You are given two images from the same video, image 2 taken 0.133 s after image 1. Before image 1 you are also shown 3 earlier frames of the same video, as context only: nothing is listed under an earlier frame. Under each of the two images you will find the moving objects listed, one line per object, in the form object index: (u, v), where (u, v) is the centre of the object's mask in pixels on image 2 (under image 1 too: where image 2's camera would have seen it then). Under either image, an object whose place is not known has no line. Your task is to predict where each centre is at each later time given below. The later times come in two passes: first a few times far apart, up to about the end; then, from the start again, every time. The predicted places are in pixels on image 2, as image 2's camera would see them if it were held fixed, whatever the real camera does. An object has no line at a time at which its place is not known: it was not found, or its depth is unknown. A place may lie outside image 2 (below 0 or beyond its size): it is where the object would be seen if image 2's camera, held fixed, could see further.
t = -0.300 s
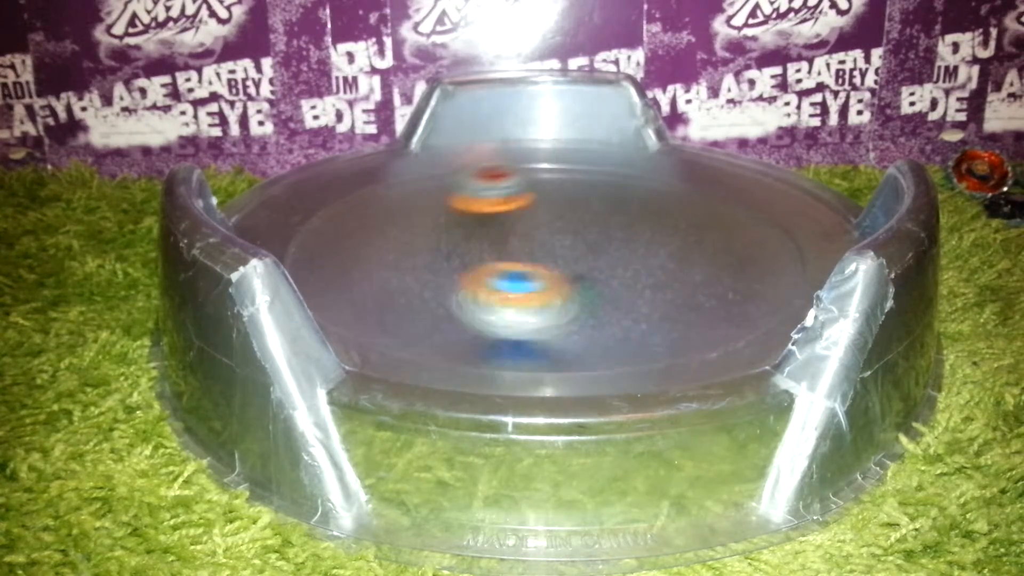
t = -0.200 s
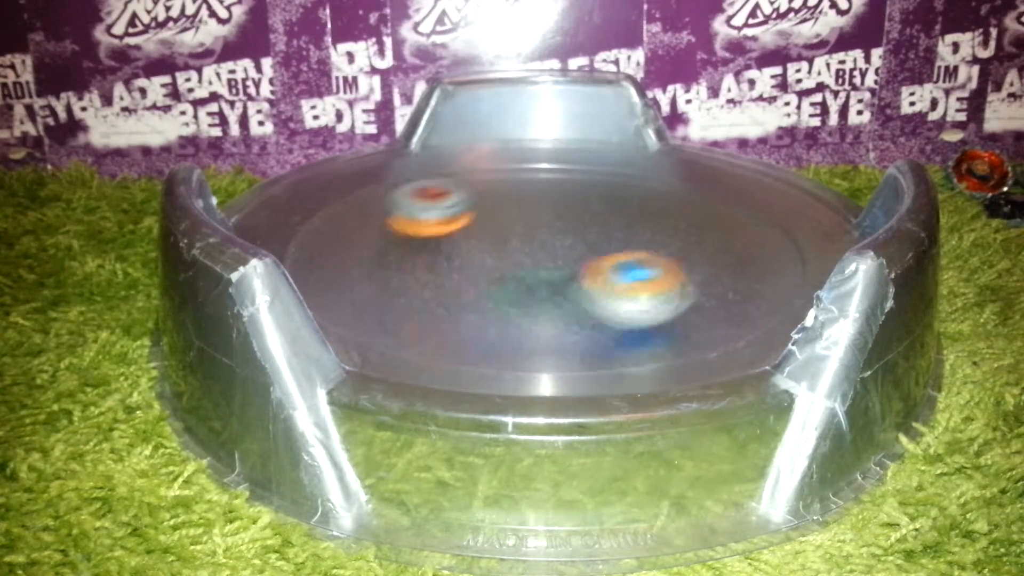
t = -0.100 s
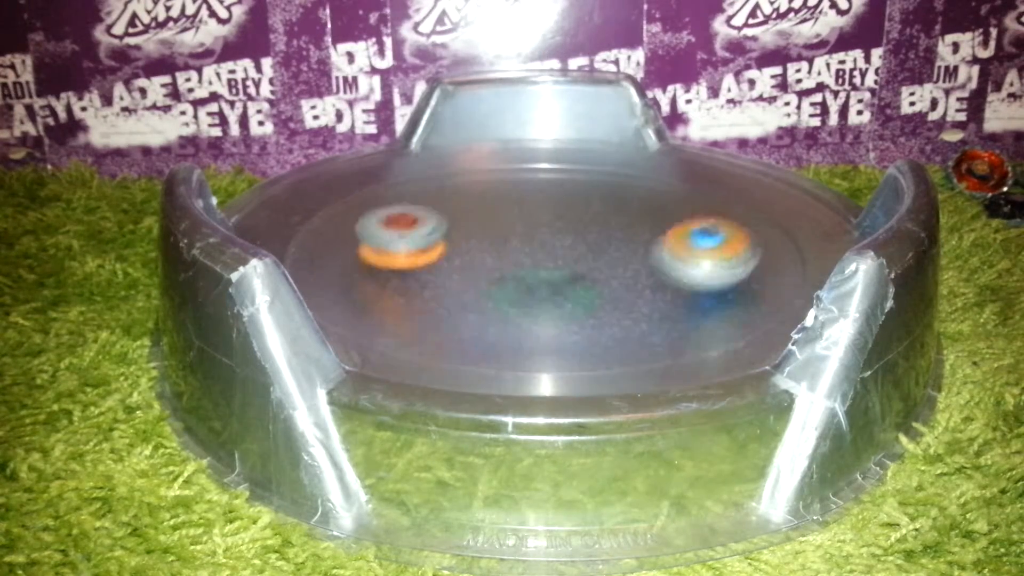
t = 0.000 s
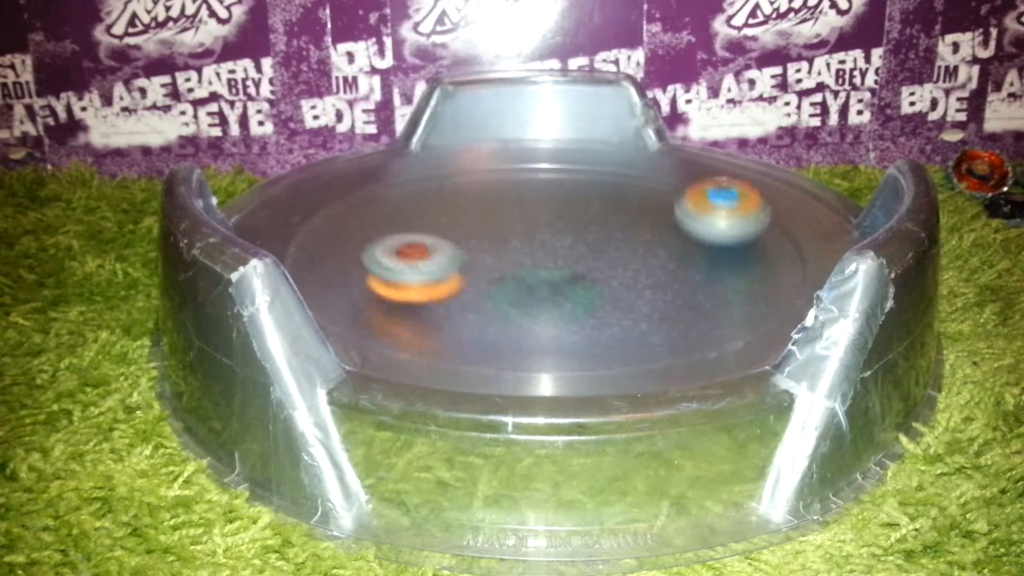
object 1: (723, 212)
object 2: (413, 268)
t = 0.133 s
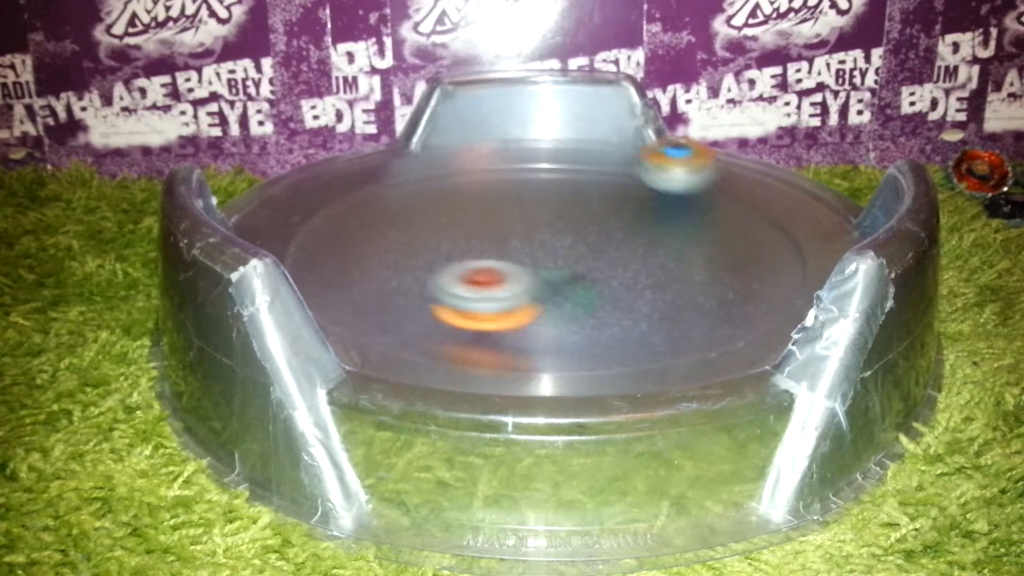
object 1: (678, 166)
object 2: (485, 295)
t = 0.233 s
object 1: (610, 150)
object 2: (545, 298)
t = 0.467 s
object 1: (439, 197)
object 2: (619, 281)
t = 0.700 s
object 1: (470, 294)
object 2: (636, 260)
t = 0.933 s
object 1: (725, 293)
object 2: (624, 244)
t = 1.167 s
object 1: (759, 213)
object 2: (592, 234)
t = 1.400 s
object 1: (564, 190)
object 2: (541, 241)
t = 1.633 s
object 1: (388, 225)
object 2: (520, 248)
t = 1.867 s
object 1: (439, 303)
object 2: (512, 254)
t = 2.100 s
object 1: (679, 283)
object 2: (510, 261)
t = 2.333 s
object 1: (643, 202)
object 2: (517, 265)
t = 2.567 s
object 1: (465, 178)
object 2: (532, 266)
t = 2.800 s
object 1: (370, 244)
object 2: (549, 263)
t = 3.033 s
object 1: (566, 303)
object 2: (560, 252)
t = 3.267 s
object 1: (717, 234)
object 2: (567, 247)
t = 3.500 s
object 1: (610, 175)
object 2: (561, 239)
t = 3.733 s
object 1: (436, 207)
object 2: (545, 238)
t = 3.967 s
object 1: (453, 291)
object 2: (536, 243)
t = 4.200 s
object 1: (685, 292)
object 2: (544, 250)
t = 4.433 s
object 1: (701, 215)
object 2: (555, 255)
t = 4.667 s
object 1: (521, 194)
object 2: (566, 258)
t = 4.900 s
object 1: (382, 241)
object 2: (572, 258)
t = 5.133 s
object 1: (500, 310)
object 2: (571, 258)
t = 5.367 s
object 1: (686, 266)
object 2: (567, 257)
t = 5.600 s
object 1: (615, 196)
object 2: (560, 256)
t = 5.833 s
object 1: (445, 188)
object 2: (549, 255)
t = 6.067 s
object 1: (398, 263)
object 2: (539, 254)
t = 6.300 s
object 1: (609, 297)
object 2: (533, 255)
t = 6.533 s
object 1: (706, 225)
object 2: (532, 256)
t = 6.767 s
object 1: (577, 181)
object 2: (539, 255)
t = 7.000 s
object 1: (427, 225)
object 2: (548, 252)
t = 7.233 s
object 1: (486, 299)
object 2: (557, 247)
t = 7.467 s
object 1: (695, 281)
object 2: (556, 242)
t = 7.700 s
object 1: (664, 212)
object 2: (546, 242)
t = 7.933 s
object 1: (488, 200)
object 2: (547, 247)
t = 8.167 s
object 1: (387, 254)
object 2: (555, 250)
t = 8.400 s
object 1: (544, 308)
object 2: (561, 251)
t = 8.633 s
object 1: (680, 251)
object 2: (562, 255)
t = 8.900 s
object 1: (565, 187)
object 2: (561, 257)
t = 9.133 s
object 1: (416, 211)
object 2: (559, 258)
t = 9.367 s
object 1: (466, 288)
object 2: (557, 258)
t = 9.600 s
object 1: (669, 278)
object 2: (547, 257)
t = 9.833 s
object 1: (674, 207)
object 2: (545, 255)
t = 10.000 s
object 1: (568, 189)
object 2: (543, 255)
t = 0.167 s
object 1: (657, 159)
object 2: (506, 298)
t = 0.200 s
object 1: (636, 154)
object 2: (527, 299)
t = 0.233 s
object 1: (610, 150)
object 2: (545, 298)
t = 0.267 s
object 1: (583, 149)
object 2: (561, 297)
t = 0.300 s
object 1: (555, 151)
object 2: (577, 295)
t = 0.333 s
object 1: (524, 157)
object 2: (588, 293)
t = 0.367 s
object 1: (500, 164)
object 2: (598, 290)
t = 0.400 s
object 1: (477, 173)
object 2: (606, 287)
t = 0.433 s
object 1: (457, 184)
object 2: (614, 284)
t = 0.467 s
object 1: (439, 197)
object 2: (619, 281)
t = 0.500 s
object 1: (425, 212)
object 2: (624, 278)
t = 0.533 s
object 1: (418, 225)
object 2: (628, 275)
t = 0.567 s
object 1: (415, 241)
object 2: (631, 272)
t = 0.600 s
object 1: (419, 256)
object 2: (633, 269)
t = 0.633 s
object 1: (429, 270)
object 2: (635, 266)
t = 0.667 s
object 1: (445, 283)
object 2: (636, 263)
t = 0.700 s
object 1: (470, 294)
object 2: (636, 260)
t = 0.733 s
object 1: (499, 303)
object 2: (635, 258)
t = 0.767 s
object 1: (536, 310)
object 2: (635, 255)
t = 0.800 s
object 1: (574, 312)
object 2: (634, 253)
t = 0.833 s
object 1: (614, 312)
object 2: (632, 250)
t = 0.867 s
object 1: (653, 308)
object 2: (629, 247)
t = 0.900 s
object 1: (692, 301)
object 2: (626, 246)
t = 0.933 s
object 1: (725, 293)
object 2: (624, 244)
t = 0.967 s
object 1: (753, 283)
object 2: (621, 242)
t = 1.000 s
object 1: (774, 271)
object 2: (617, 240)
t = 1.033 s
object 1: (786, 259)
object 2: (612, 239)
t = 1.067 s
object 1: (792, 246)
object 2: (608, 237)
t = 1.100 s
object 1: (789, 233)
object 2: (602, 236)
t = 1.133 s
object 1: (777, 221)
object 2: (597, 235)
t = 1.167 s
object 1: (759, 213)
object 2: (592, 234)
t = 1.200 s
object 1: (736, 206)
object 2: (586, 233)
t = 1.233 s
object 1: (710, 200)
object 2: (580, 233)
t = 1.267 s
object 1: (681, 197)
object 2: (575, 233)
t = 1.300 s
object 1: (653, 194)
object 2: (569, 233)
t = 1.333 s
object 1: (622, 193)
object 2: (563, 233)
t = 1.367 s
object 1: (592, 190)
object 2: (552, 238)
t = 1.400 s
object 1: (564, 190)
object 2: (541, 241)
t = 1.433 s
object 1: (534, 189)
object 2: (534, 242)
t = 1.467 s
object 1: (504, 191)
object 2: (530, 244)
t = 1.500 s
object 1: (476, 196)
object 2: (527, 245)
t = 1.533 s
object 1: (450, 201)
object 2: (525, 246)
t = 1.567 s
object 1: (428, 207)
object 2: (523, 247)
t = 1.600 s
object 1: (405, 216)
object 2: (521, 248)
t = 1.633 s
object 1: (388, 225)
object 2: (520, 248)
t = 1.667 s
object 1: (375, 234)
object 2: (518, 249)
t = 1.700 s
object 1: (368, 245)
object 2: (517, 250)
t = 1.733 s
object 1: (367, 258)
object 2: (516, 251)
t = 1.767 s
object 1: (372, 270)
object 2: (515, 252)
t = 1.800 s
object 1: (387, 282)
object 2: (514, 253)
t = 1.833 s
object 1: (409, 293)
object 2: (513, 254)
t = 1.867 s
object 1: (439, 303)
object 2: (512, 254)
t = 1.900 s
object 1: (472, 311)
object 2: (512, 254)
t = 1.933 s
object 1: (514, 316)
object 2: (511, 255)
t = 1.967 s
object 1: (559, 315)
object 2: (510, 257)
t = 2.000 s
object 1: (596, 310)
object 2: (510, 258)
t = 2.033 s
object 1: (631, 304)
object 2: (510, 259)
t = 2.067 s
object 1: (660, 295)
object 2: (510, 260)
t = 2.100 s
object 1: (679, 283)
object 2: (510, 261)
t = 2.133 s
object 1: (692, 271)
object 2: (510, 262)
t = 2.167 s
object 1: (698, 259)
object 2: (511, 262)
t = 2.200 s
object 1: (697, 246)
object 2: (512, 263)
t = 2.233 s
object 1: (690, 234)
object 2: (513, 264)
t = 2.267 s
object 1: (678, 222)
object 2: (514, 265)
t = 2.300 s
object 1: (663, 212)
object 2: (516, 265)
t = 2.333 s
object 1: (643, 202)
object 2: (517, 265)
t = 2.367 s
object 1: (622, 195)
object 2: (519, 266)
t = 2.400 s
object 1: (601, 189)
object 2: (520, 266)
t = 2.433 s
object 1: (575, 184)
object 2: (522, 266)
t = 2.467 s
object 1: (549, 179)
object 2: (525, 267)
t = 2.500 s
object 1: (519, 177)
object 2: (527, 267)
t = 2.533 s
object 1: (490, 175)
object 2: (530, 266)
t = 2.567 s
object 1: (465, 178)
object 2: (532, 266)
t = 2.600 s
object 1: (442, 182)
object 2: (535, 266)
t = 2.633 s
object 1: (418, 188)
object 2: (537, 265)
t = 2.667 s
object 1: (399, 196)
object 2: (540, 265)
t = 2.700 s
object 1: (383, 207)
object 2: (542, 264)
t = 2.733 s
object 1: (373, 218)
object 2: (545, 264)
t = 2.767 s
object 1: (367, 231)
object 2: (547, 263)
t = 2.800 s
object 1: (370, 244)
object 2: (549, 263)
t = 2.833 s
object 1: (380, 259)
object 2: (551, 262)
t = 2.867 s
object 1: (398, 272)
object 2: (553, 261)
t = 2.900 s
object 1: (423, 284)
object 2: (555, 260)
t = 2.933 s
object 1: (456, 294)
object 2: (557, 259)
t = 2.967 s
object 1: (492, 301)
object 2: (560, 258)
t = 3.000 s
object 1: (531, 305)
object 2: (563, 254)
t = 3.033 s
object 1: (566, 303)
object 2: (560, 252)
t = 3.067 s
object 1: (606, 301)
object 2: (559, 252)
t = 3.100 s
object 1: (639, 293)
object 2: (562, 253)
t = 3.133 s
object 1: (666, 283)
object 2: (565, 253)
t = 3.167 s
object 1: (688, 273)
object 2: (566, 251)
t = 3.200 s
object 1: (704, 260)
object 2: (567, 250)
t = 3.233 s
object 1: (713, 248)
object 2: (567, 249)
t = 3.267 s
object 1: (717, 234)
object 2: (567, 247)
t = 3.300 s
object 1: (713, 222)
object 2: (567, 246)
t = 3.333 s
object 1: (705, 210)
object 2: (567, 245)
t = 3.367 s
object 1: (693, 200)
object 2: (567, 243)
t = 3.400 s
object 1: (676, 191)
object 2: (565, 242)
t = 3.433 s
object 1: (656, 183)
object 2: (564, 241)
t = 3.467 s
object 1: (636, 179)
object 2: (563, 240)
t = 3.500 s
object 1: (610, 175)
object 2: (561, 239)
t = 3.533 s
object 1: (585, 173)
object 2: (558, 238)
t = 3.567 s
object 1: (556, 173)
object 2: (556, 238)
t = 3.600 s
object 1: (526, 176)
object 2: (553, 237)
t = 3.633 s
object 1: (500, 180)
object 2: (551, 237)
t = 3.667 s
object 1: (476, 186)
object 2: (549, 237)
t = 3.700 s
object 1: (455, 196)
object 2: (547, 237)
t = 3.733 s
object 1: (436, 207)
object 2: (545, 238)
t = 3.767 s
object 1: (422, 218)
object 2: (543, 238)
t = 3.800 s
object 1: (412, 230)
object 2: (541, 239)
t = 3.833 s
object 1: (408, 243)
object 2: (540, 240)
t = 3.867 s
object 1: (409, 256)
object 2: (538, 240)
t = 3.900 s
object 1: (417, 268)
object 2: (537, 241)
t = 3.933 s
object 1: (432, 280)
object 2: (536, 242)
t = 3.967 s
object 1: (453, 291)
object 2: (536, 243)
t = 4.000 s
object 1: (481, 299)
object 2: (537, 244)
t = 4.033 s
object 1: (512, 306)
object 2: (538, 245)
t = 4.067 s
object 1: (548, 311)
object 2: (538, 246)
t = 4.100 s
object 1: (585, 310)
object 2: (539, 247)
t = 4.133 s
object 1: (621, 307)
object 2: (541, 249)
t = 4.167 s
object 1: (655, 301)
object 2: (543, 249)
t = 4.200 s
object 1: (685, 292)
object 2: (544, 250)
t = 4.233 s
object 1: (708, 282)
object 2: (545, 251)
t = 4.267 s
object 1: (723, 270)
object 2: (547, 252)
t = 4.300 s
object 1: (733, 259)
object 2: (548, 252)
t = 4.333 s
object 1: (735, 246)
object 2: (550, 253)
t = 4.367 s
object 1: (730, 235)
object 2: (551, 254)
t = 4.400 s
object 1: (718, 225)
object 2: (553, 254)
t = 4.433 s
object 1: (701, 215)
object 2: (555, 255)
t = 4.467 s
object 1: (681, 208)
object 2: (556, 255)
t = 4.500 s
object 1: (658, 202)
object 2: (558, 256)
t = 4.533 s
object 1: (633, 198)
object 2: (559, 256)
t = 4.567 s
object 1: (608, 195)
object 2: (561, 257)
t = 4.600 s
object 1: (580, 194)
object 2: (563, 257)
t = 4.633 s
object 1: (549, 193)
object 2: (565, 258)
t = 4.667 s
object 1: (521, 194)
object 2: (566, 258)
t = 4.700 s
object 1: (496, 196)
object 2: (567, 258)
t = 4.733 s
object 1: (470, 201)
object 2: (568, 258)
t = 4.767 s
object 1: (447, 206)
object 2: (569, 258)
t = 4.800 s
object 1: (424, 215)
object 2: (571, 258)
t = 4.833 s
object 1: (406, 222)
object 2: (571, 258)
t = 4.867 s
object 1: (391, 231)
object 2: (572, 258)
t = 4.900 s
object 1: (382, 241)
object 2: (572, 258)
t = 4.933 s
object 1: (379, 252)
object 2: (572, 258)
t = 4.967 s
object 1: (381, 264)
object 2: (573, 258)
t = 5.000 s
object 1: (390, 276)
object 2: (573, 258)
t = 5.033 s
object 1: (408, 287)
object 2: (573, 258)
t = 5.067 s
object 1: (433, 297)
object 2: (572, 258)
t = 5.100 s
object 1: (463, 304)
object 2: (572, 258)
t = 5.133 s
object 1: (500, 310)
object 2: (571, 258)
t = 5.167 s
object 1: (536, 312)
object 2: (572, 256)
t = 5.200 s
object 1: (573, 308)
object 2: (571, 255)
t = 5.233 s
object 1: (608, 306)
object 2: (569, 255)
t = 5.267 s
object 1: (637, 298)
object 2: (568, 256)
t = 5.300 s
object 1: (659, 289)
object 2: (570, 257)
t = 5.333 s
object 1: (675, 278)
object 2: (569, 257)
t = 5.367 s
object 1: (686, 266)
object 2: (567, 257)
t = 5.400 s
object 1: (689, 254)
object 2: (566, 256)
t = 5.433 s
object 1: (688, 242)
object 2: (565, 256)
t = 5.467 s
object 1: (679, 231)
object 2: (564, 256)
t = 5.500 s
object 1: (667, 221)
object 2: (563, 256)
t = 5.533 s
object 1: (652, 211)
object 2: (562, 256)
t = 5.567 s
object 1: (635, 203)
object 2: (561, 256)
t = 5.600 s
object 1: (615, 196)
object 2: (560, 256)
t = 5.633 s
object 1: (592, 190)
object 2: (558, 255)
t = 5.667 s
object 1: (568, 186)
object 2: (557, 255)
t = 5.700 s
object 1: (541, 183)
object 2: (556, 255)
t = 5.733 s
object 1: (514, 182)
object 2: (554, 255)
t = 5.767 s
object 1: (490, 182)
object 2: (553, 255)
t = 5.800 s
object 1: (467, 184)
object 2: (551, 255)
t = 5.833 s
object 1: (445, 188)
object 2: (549, 255)
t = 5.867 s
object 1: (422, 196)
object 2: (548, 255)
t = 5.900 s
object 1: (405, 203)
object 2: (546, 255)
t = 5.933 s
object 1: (392, 214)
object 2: (545, 254)
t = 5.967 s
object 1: (384, 225)
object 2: (543, 254)
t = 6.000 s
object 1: (383, 237)
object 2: (541, 254)
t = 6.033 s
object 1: (387, 250)
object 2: (540, 254)
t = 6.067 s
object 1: (398, 263)
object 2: (539, 254)
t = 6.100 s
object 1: (417, 275)
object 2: (538, 254)
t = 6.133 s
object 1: (443, 286)
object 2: (538, 254)
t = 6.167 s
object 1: (472, 294)
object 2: (539, 253)
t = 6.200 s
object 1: (505, 301)
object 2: (540, 251)
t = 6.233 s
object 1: (541, 301)
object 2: (533, 249)
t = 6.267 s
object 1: (577, 302)
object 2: (530, 251)
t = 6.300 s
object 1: (609, 297)
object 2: (533, 255)
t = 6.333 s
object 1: (639, 290)
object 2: (533, 255)
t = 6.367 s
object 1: (665, 281)
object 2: (533, 255)
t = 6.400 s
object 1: (684, 271)
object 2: (532, 256)
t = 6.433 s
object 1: (699, 260)
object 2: (532, 256)
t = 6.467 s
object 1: (707, 248)
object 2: (532, 256)
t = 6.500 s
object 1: (709, 236)
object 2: (532, 256)
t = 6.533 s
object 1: (706, 225)
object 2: (532, 256)
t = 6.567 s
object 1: (697, 213)
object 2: (532, 256)
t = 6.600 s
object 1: (685, 204)
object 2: (533, 256)
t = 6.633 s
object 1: (667, 196)
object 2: (534, 256)
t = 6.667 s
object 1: (648, 190)
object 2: (535, 256)
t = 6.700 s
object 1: (626, 185)
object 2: (537, 256)
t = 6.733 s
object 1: (603, 182)
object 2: (538, 255)
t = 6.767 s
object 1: (577, 181)
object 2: (539, 255)
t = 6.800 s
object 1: (550, 181)
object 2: (541, 254)
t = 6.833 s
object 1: (523, 185)
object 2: (541, 254)
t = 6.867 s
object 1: (499, 190)
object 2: (543, 254)
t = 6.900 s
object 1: (477, 196)
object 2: (544, 253)
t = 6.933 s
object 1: (457, 204)
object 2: (545, 253)
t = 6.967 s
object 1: (440, 212)
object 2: (547, 252)
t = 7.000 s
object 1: (427, 225)
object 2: (548, 252)
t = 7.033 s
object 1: (418, 235)
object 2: (549, 251)
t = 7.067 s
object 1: (415, 247)
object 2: (550, 251)
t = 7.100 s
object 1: (417, 258)
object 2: (551, 250)
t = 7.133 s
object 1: (425, 270)
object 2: (553, 250)
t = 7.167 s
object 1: (439, 281)
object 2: (555, 249)
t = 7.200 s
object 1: (461, 292)
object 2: (556, 248)
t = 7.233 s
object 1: (486, 299)
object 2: (557, 247)
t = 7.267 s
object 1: (515, 306)
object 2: (558, 247)
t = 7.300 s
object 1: (549, 309)
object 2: (558, 245)
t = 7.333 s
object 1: (583, 308)
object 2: (559, 245)
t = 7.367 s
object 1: (616, 305)
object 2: (559, 244)
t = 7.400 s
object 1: (648, 299)
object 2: (559, 243)
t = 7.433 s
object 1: (674, 291)
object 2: (558, 242)
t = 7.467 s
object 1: (695, 281)
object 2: (556, 242)
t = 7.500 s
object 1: (708, 270)
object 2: (555, 241)
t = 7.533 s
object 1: (715, 259)
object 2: (553, 241)
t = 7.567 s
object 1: (716, 248)
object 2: (552, 241)
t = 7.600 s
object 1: (710, 238)
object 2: (551, 241)
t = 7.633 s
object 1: (699, 228)
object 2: (549, 241)
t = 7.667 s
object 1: (683, 219)
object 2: (548, 241)
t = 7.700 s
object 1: (664, 212)
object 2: (546, 242)
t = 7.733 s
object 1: (642, 207)
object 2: (545, 242)
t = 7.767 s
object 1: (619, 203)
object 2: (544, 243)
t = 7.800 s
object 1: (595, 198)
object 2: (544, 244)
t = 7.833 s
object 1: (569, 195)
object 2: (544, 245)
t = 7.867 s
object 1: (542, 194)
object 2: (544, 246)
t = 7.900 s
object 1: (515, 197)
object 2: (546, 246)
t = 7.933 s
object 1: (488, 200)
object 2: (547, 247)
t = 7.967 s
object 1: (466, 205)
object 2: (549, 247)
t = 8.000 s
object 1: (445, 209)
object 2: (550, 248)
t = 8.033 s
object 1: (425, 216)
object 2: (551, 248)
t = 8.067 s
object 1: (409, 224)
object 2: (552, 249)
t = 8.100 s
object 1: (396, 232)
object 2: (553, 249)
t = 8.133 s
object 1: (388, 243)
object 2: (554, 250)
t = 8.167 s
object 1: (387, 254)
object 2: (555, 250)
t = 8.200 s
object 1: (391, 265)
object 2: (556, 250)
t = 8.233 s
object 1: (403, 276)
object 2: (556, 251)
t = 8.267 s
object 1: (420, 286)
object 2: (557, 251)
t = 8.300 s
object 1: (445, 295)
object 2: (558, 252)
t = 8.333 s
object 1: (476, 302)
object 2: (559, 252)
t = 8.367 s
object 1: (509, 307)
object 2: (560, 252)
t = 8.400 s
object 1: (544, 308)
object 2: (561, 251)
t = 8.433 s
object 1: (577, 306)
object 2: (559, 251)
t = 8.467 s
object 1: (608, 300)
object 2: (558, 251)
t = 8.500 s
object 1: (633, 293)
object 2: (559, 253)
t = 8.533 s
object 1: (653, 284)
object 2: (561, 254)
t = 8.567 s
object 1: (668, 274)
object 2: (562, 254)
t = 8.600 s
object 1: (676, 262)
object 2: (562, 254)
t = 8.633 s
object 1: (680, 251)
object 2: (562, 255)
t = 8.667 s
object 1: (678, 240)
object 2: (562, 255)
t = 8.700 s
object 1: (670, 229)
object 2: (562, 255)
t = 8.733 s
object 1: (659, 219)
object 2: (562, 255)
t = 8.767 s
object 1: (645, 210)
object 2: (562, 256)
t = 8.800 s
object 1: (628, 202)
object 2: (562, 256)
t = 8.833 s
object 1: (610, 197)
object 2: (562, 256)
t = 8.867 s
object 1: (587, 191)
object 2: (561, 256)
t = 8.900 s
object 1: (565, 187)
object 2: (561, 257)
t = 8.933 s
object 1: (540, 185)
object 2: (561, 257)
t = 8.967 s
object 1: (515, 185)
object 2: (561, 257)
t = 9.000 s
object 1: (491, 185)
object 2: (560, 257)
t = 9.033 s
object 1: (469, 189)
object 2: (560, 257)
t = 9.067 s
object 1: (448, 196)
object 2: (560, 257)
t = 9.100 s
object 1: (430, 203)
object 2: (559, 258)
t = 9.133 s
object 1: (416, 211)
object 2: (559, 258)
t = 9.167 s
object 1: (406, 222)
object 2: (559, 258)
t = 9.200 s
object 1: (401, 233)
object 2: (558, 258)
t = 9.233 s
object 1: (401, 244)
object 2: (558, 258)
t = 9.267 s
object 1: (408, 257)
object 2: (558, 258)
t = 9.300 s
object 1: (420, 268)
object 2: (557, 258)
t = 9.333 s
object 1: (440, 279)
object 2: (557, 258)
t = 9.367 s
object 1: (466, 288)
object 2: (557, 258)
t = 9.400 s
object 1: (494, 295)
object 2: (560, 256)
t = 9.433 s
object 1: (526, 299)
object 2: (561, 251)
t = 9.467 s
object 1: (558, 299)
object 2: (552, 249)
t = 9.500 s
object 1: (593, 298)
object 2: (546, 253)
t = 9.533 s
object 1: (621, 294)
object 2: (547, 255)
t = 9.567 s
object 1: (646, 286)
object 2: (548, 257)
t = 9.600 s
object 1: (669, 278)
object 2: (547, 257)
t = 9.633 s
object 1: (686, 268)
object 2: (547, 257)
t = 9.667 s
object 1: (698, 257)
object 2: (547, 257)
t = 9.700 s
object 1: (703, 246)
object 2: (547, 256)
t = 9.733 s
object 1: (704, 235)
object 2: (546, 256)
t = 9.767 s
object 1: (698, 224)
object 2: (546, 256)
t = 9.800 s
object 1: (688, 215)
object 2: (546, 256)
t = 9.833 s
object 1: (674, 207)
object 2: (545, 255)
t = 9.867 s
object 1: (657, 200)
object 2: (545, 255)
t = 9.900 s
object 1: (638, 195)
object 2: (544, 255)
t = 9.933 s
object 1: (615, 192)
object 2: (543, 255)
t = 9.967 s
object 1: (593, 190)
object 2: (543, 255)
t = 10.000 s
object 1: (568, 189)
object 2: (543, 255)
